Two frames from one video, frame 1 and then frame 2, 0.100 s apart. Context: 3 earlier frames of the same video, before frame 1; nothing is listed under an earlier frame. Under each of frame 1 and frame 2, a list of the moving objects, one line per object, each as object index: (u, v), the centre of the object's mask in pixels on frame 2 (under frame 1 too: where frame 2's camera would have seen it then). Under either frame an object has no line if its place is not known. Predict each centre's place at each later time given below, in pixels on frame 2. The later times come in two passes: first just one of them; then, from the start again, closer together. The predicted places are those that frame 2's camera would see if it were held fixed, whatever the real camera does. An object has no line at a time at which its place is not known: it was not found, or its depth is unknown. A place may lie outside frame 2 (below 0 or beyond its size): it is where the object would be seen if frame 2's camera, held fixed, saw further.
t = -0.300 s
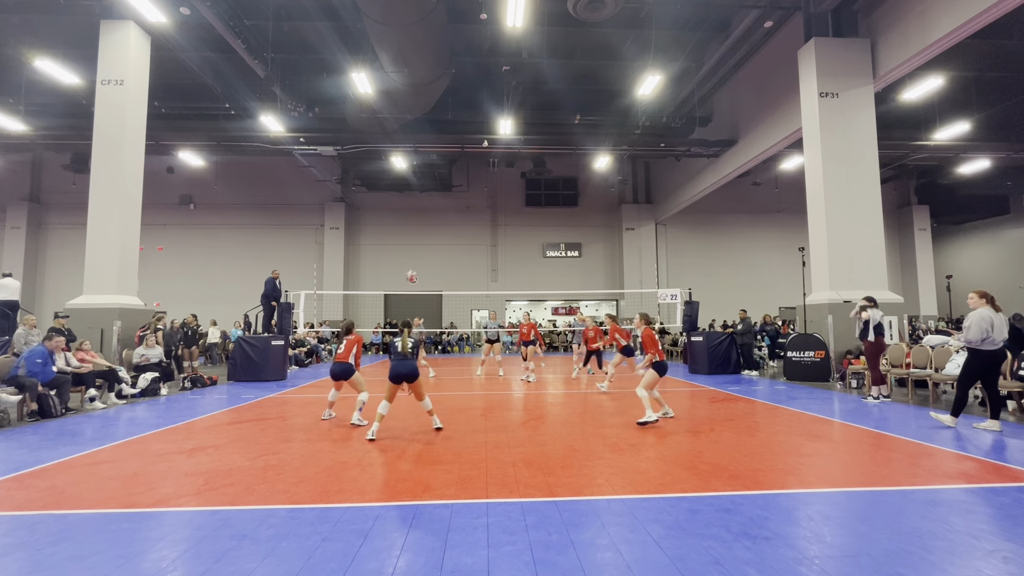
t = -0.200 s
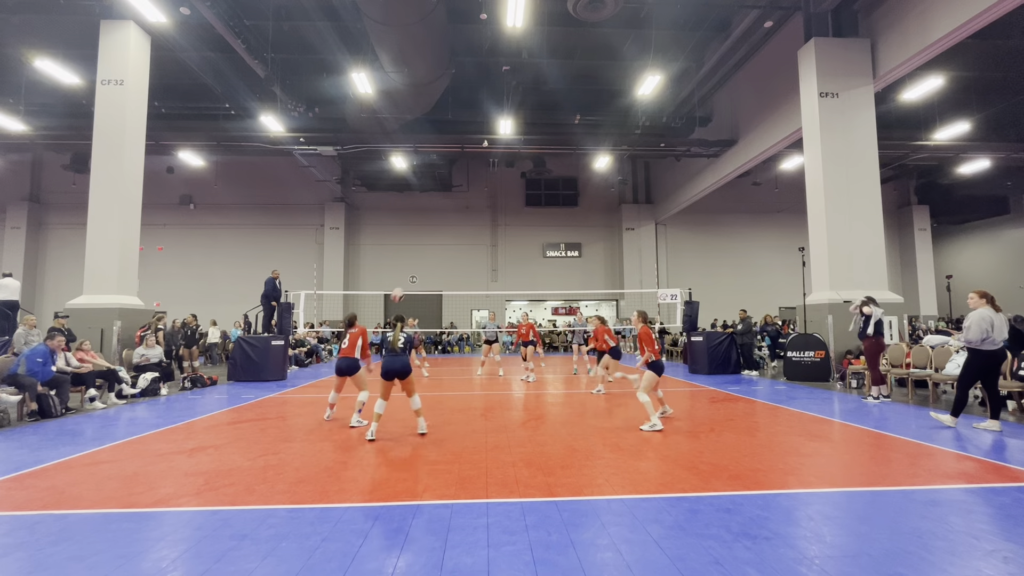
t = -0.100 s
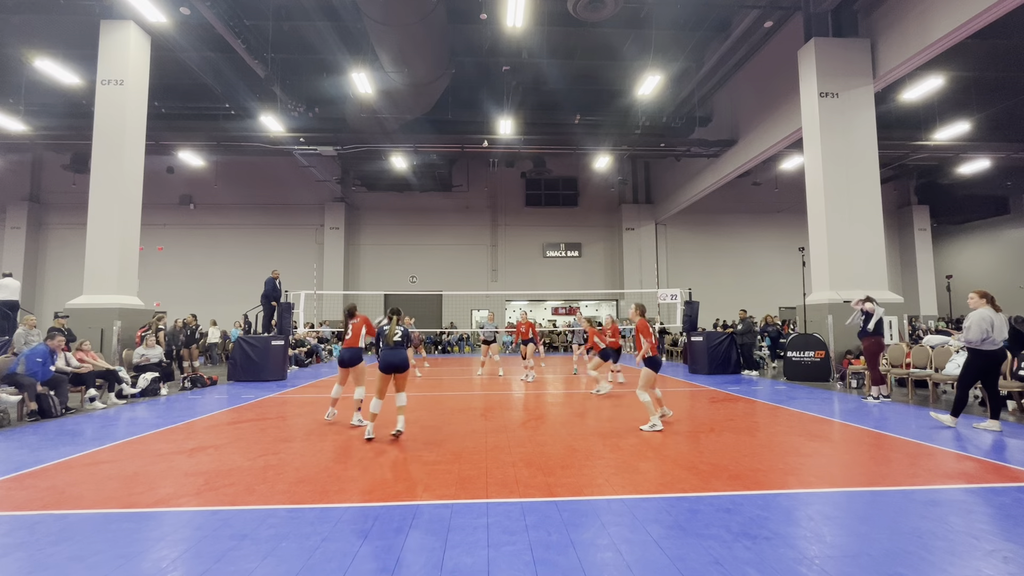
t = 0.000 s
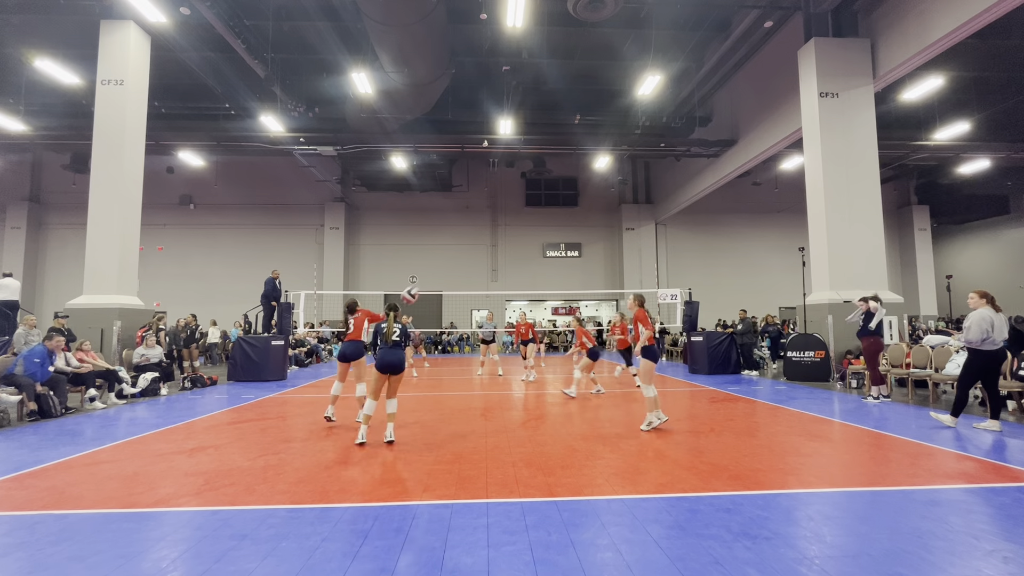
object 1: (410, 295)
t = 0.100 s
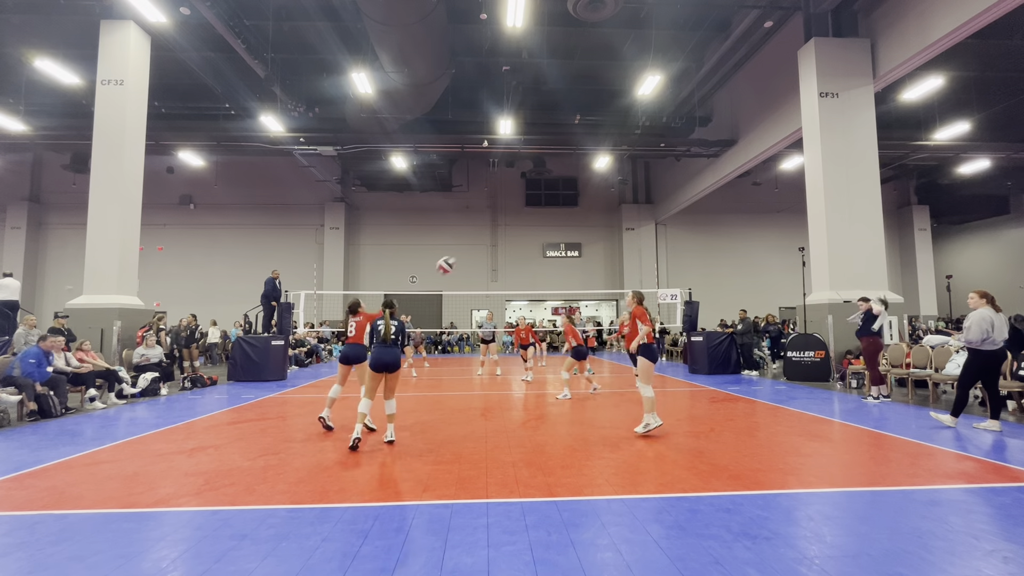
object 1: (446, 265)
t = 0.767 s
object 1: (999, 282)
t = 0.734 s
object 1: (944, 261)
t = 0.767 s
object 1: (999, 282)
